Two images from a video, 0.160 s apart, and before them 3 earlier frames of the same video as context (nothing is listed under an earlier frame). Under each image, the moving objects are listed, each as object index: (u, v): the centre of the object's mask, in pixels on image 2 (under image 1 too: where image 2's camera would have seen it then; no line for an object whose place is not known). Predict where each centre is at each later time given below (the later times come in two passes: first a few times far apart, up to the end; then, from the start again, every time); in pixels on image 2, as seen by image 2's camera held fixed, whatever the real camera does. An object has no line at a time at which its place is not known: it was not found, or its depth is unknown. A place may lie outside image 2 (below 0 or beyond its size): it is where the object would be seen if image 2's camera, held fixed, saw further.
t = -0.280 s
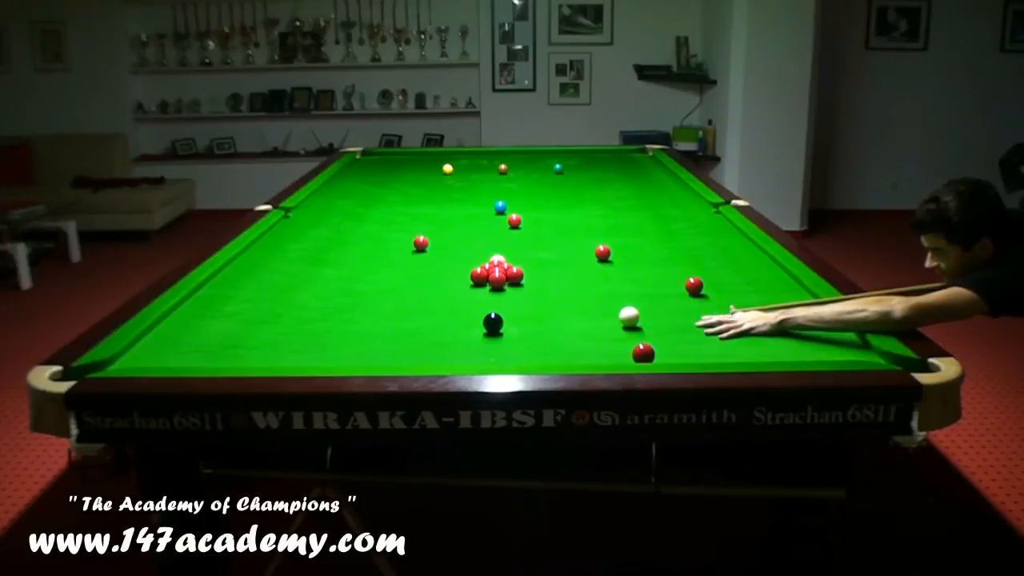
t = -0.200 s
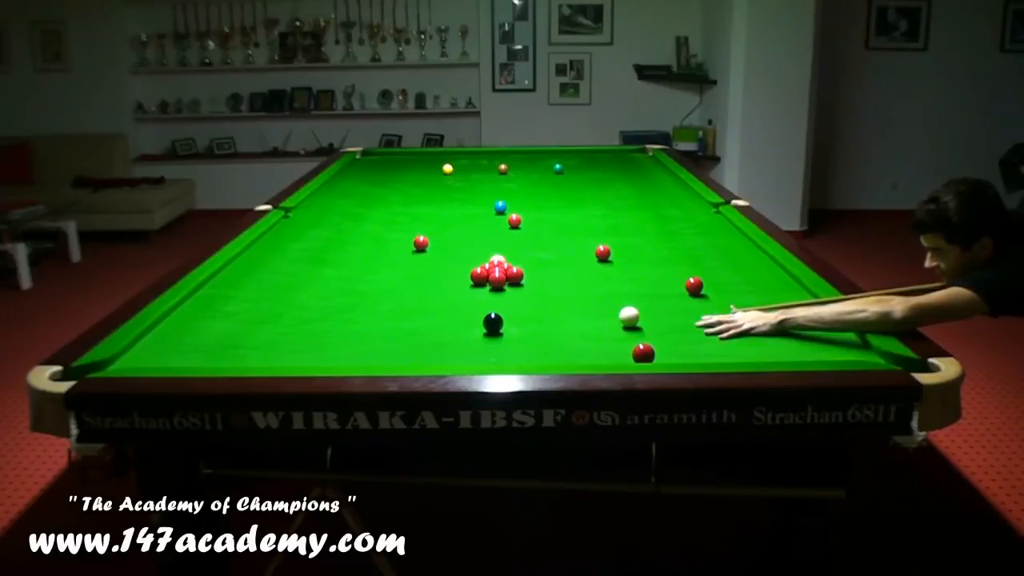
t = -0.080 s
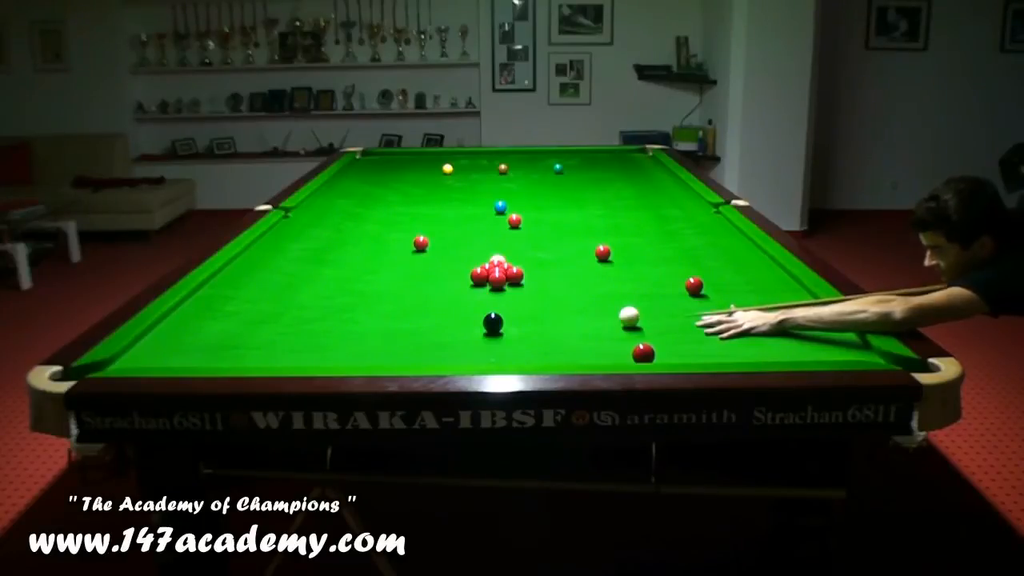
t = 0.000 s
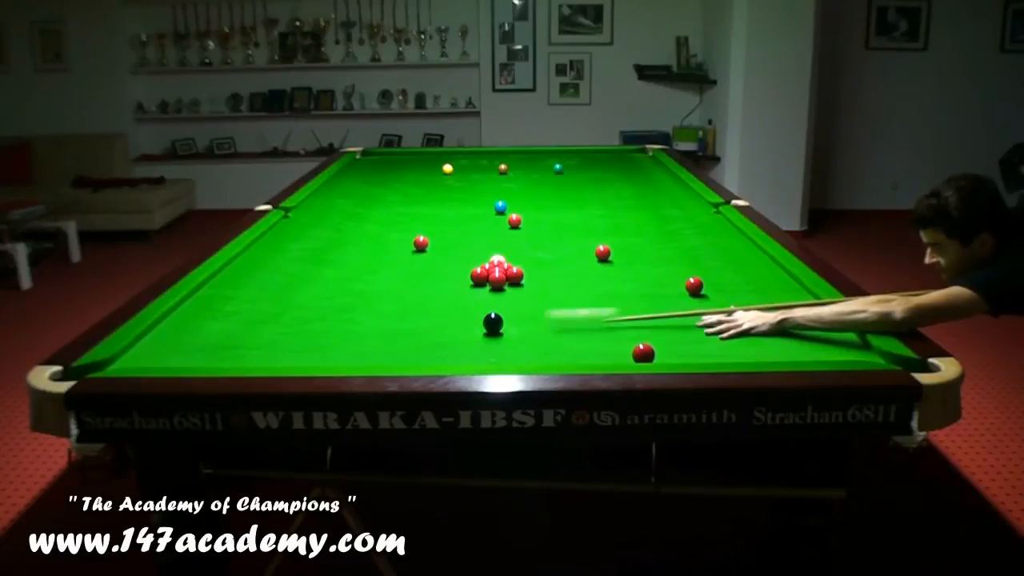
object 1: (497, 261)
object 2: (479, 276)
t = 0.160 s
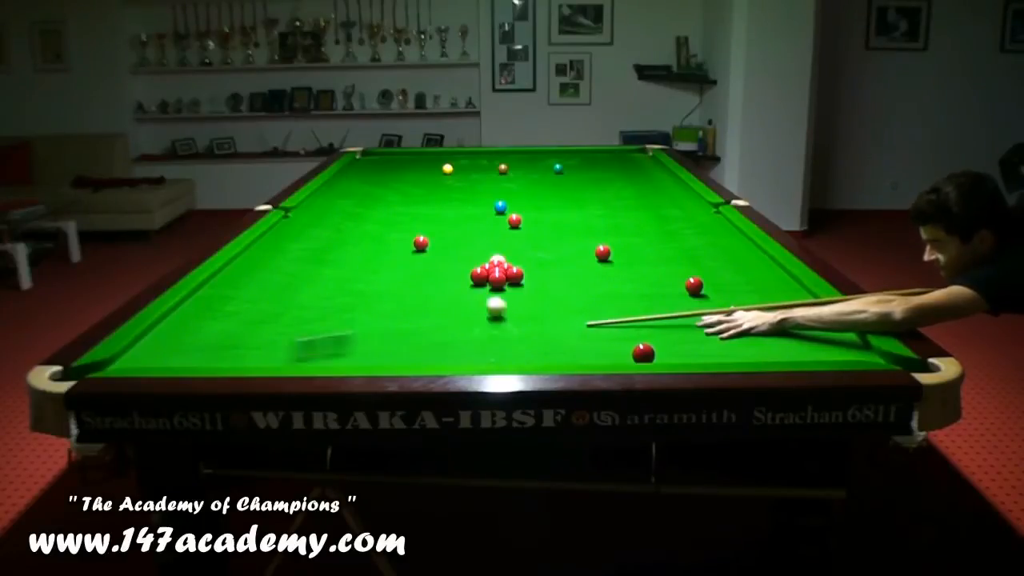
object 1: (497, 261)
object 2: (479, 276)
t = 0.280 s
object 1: (497, 261)
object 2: (479, 276)
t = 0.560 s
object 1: (498, 260)
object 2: (481, 272)
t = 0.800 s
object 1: (500, 257)
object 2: (468, 274)
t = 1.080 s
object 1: (503, 256)
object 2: (460, 272)
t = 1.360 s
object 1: (505, 248)
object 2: (454, 270)
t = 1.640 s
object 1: (507, 245)
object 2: (449, 269)
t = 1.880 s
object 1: (509, 242)
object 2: (446, 269)
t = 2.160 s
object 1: (510, 240)
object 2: (445, 269)
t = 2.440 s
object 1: (511, 238)
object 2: (445, 269)
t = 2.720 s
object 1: (512, 236)
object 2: (445, 269)
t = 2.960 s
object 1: (512, 235)
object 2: (445, 269)
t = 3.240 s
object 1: (513, 235)
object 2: (445, 269)
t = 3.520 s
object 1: (514, 235)
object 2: (445, 269)
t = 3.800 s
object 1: (514, 235)
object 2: (445, 269)
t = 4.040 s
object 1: (514, 235)
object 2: (445, 269)
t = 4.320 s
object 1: (514, 235)
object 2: (445, 268)
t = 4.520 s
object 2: (445, 269)
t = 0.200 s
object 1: (497, 261)
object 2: (479, 276)
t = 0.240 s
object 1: (497, 261)
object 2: (479, 276)
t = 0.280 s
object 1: (497, 261)
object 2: (479, 276)
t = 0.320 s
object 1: (497, 261)
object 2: (479, 276)
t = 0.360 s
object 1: (497, 261)
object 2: (479, 275)
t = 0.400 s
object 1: (497, 261)
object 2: (478, 274)
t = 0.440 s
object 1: (497, 261)
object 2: (478, 273)
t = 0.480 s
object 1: (497, 261)
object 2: (477, 272)
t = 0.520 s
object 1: (497, 261)
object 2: (479, 271)
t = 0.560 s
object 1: (498, 260)
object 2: (481, 272)
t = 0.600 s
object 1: (498, 260)
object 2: (481, 274)
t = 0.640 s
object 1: (498, 259)
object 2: (477, 273)
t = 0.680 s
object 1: (499, 259)
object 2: (475, 274)
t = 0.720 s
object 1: (499, 258)
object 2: (473, 274)
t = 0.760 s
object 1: (500, 258)
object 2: (471, 274)
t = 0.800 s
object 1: (500, 257)
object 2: (468, 274)
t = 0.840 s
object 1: (501, 257)
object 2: (467, 274)
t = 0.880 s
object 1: (501, 257)
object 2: (465, 274)
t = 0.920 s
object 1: (502, 257)
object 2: (464, 273)
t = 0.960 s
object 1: (502, 256)
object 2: (463, 273)
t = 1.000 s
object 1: (502, 257)
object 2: (462, 272)
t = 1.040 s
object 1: (503, 257)
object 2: (461, 272)
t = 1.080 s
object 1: (503, 256)
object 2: (460, 272)
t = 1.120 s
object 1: (503, 256)
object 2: (459, 272)
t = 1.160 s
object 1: (504, 256)
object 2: (458, 272)
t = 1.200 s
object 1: (504, 249)
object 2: (457, 271)
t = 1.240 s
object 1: (504, 249)
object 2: (456, 271)
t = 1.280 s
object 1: (504, 248)
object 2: (455, 271)
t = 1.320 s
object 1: (505, 248)
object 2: (454, 271)
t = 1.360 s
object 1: (505, 248)
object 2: (454, 270)
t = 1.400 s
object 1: (506, 247)
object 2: (453, 270)
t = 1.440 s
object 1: (506, 247)
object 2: (452, 270)
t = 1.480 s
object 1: (506, 246)
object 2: (451, 270)
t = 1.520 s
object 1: (506, 246)
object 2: (451, 270)
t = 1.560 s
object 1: (507, 245)
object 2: (450, 270)
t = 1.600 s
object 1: (507, 245)
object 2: (449, 270)
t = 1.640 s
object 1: (507, 245)
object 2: (449, 269)
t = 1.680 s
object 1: (508, 244)
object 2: (449, 269)
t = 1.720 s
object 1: (508, 244)
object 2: (448, 269)
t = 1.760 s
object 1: (508, 243)
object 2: (447, 269)
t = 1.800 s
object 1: (509, 243)
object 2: (447, 269)
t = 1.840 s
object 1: (509, 242)
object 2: (447, 269)
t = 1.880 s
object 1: (509, 242)
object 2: (446, 269)
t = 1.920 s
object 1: (509, 242)
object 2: (446, 269)
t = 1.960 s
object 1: (510, 241)
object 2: (446, 269)
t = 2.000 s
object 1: (510, 241)
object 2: (446, 269)
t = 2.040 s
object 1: (510, 240)
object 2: (445, 269)
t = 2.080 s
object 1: (510, 240)
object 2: (445, 269)
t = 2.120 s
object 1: (510, 240)
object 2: (445, 269)
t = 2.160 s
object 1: (510, 240)
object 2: (445, 269)
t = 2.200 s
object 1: (511, 239)
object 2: (445, 269)
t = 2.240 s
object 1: (511, 239)
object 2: (445, 269)
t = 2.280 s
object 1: (511, 239)
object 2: (445, 269)
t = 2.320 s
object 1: (511, 239)
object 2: (445, 269)
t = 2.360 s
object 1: (511, 238)
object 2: (445, 269)
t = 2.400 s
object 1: (511, 238)
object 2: (445, 269)
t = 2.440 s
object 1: (511, 238)
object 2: (445, 269)
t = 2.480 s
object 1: (511, 238)
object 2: (445, 269)
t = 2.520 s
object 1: (511, 237)
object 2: (445, 269)
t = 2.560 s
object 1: (512, 237)
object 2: (445, 269)
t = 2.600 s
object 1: (512, 237)
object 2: (445, 269)
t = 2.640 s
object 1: (512, 237)
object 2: (445, 269)
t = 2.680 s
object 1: (512, 236)
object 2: (445, 269)
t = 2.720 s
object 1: (512, 236)
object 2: (445, 269)
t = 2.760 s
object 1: (512, 236)
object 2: (445, 269)
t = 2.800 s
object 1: (512, 236)
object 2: (445, 269)
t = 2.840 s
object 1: (512, 236)
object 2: (445, 269)
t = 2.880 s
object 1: (512, 236)
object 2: (445, 269)
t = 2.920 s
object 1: (512, 236)
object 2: (445, 269)
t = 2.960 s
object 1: (512, 235)
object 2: (445, 269)
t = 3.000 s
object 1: (513, 235)
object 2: (445, 269)
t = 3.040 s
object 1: (513, 235)
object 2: (445, 269)
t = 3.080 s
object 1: (513, 235)
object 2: (445, 269)
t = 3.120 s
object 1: (513, 235)
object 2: (445, 269)
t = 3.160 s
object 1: (513, 235)
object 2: (445, 269)
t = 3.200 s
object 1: (513, 235)
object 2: (445, 269)
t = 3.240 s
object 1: (513, 235)
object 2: (445, 269)
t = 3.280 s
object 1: (513, 235)
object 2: (445, 269)
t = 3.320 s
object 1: (513, 235)
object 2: (445, 269)
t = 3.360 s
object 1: (514, 235)
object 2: (445, 269)
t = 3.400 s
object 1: (514, 235)
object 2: (445, 269)
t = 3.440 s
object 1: (514, 235)
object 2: (445, 269)
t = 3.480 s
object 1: (514, 235)
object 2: (445, 269)
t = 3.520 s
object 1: (514, 235)
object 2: (445, 269)
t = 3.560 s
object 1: (514, 235)
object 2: (445, 269)
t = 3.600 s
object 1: (514, 235)
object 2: (445, 269)
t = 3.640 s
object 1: (514, 235)
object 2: (445, 269)
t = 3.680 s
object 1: (514, 235)
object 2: (445, 269)
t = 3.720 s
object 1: (514, 235)
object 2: (445, 269)
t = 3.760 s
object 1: (514, 235)
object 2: (445, 269)
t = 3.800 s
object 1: (514, 235)
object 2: (445, 269)
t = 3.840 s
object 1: (514, 235)
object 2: (445, 269)
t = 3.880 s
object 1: (514, 235)
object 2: (445, 269)
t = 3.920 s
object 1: (514, 235)
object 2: (445, 269)
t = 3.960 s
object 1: (514, 235)
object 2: (445, 269)
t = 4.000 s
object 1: (514, 235)
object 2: (445, 269)
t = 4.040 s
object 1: (514, 235)
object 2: (445, 269)
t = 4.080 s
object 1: (514, 235)
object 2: (445, 269)
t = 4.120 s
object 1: (514, 235)
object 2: (445, 269)
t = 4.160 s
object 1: (514, 235)
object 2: (445, 269)
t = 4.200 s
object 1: (514, 235)
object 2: (445, 269)
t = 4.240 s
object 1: (514, 235)
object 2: (445, 269)
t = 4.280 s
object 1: (514, 235)
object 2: (445, 269)
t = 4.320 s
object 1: (514, 235)
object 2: (445, 268)
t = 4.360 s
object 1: (514, 235)
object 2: (445, 269)
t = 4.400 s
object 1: (514, 235)
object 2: (445, 269)
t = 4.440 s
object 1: (514, 235)
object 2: (445, 269)
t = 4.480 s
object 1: (514, 234)
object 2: (445, 269)
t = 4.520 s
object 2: (445, 269)
